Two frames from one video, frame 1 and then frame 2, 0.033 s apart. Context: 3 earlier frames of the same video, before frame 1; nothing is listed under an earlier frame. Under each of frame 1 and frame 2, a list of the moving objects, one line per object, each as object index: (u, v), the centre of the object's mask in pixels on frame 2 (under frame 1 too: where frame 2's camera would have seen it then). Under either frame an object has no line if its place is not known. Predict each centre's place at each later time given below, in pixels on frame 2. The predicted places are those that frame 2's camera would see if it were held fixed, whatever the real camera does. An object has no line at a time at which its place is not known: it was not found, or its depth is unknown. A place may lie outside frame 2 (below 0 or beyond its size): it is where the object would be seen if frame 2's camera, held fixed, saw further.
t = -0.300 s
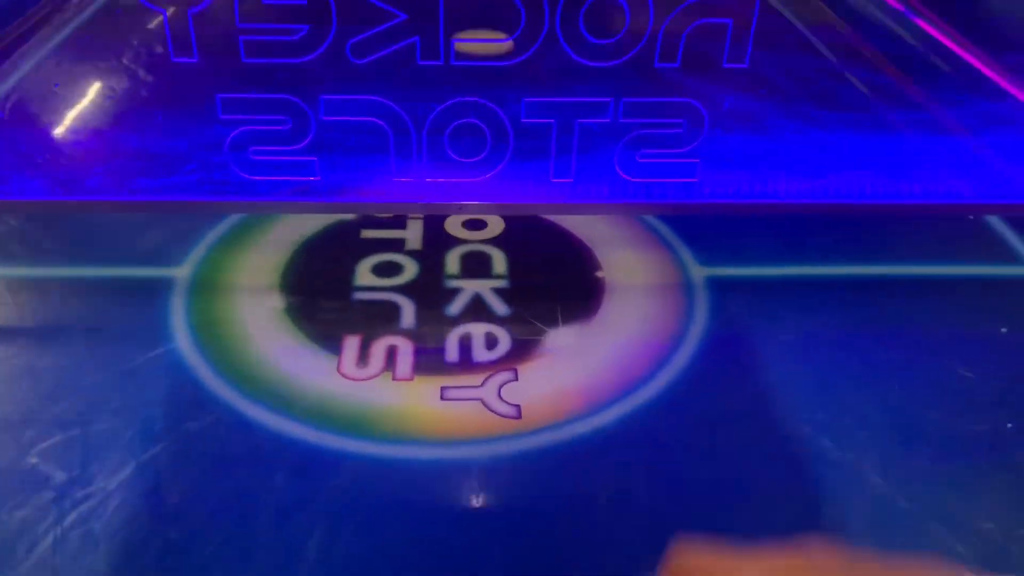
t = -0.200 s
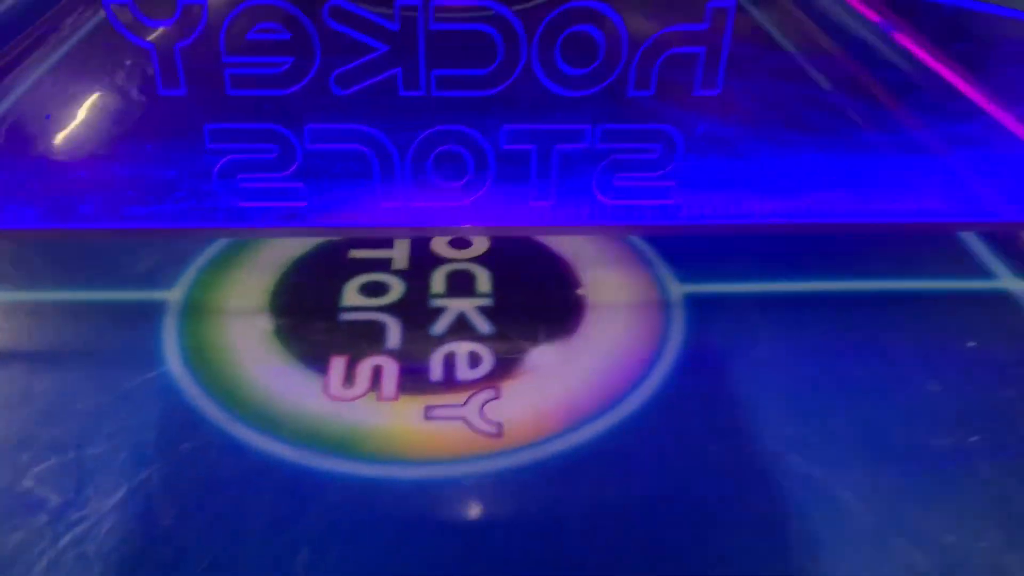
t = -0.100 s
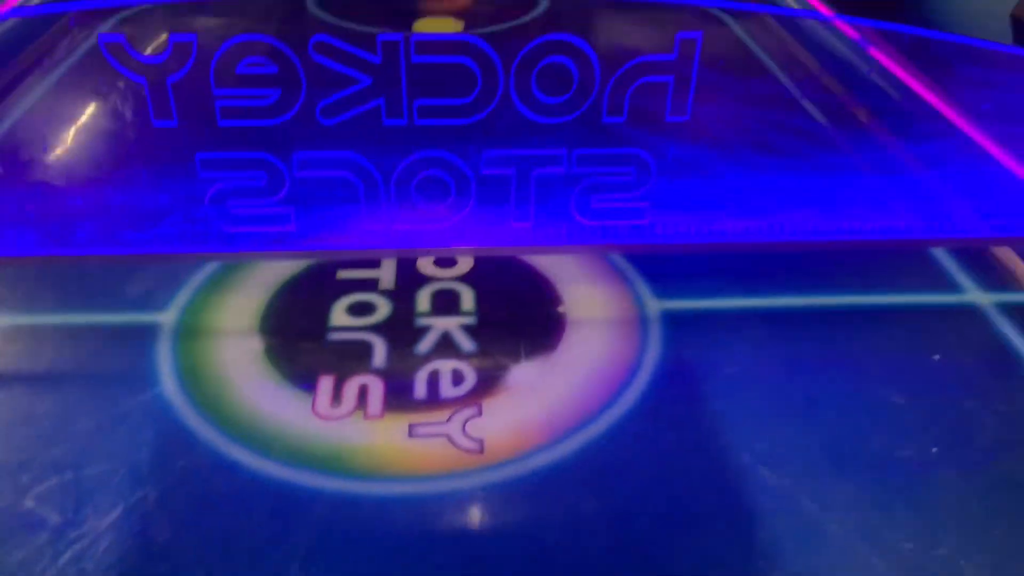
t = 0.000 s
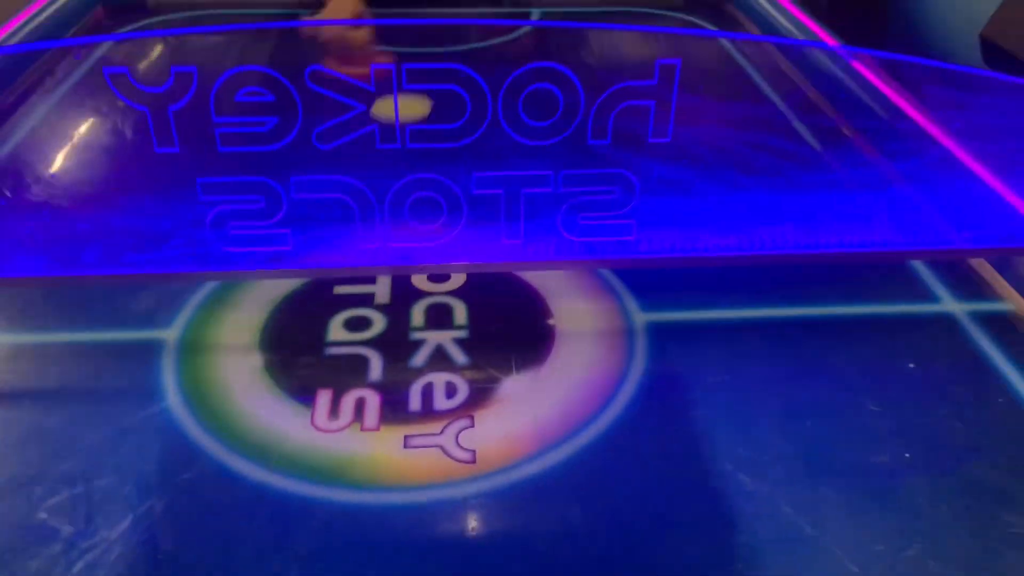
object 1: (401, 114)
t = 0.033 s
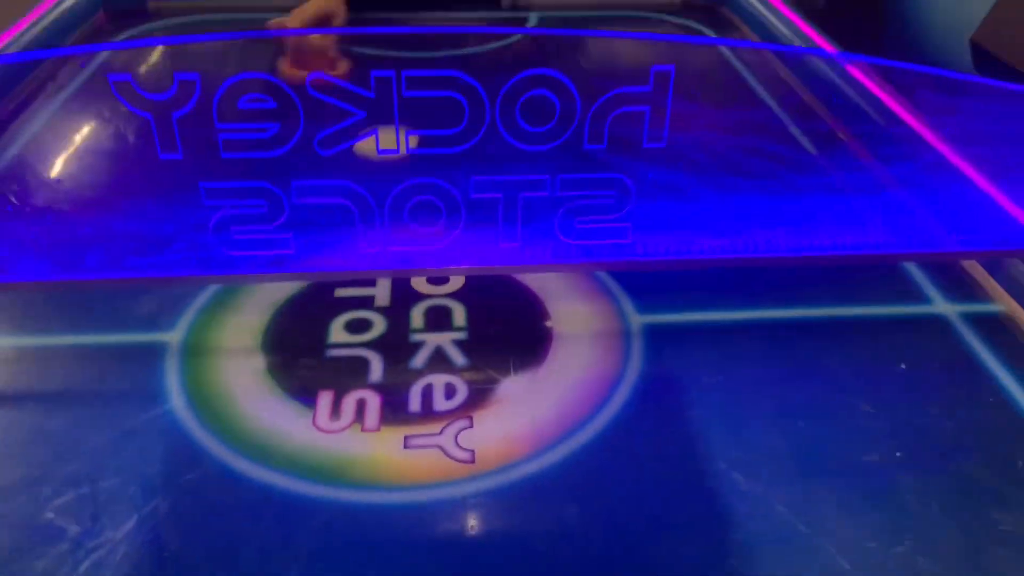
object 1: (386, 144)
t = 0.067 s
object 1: (371, 173)
